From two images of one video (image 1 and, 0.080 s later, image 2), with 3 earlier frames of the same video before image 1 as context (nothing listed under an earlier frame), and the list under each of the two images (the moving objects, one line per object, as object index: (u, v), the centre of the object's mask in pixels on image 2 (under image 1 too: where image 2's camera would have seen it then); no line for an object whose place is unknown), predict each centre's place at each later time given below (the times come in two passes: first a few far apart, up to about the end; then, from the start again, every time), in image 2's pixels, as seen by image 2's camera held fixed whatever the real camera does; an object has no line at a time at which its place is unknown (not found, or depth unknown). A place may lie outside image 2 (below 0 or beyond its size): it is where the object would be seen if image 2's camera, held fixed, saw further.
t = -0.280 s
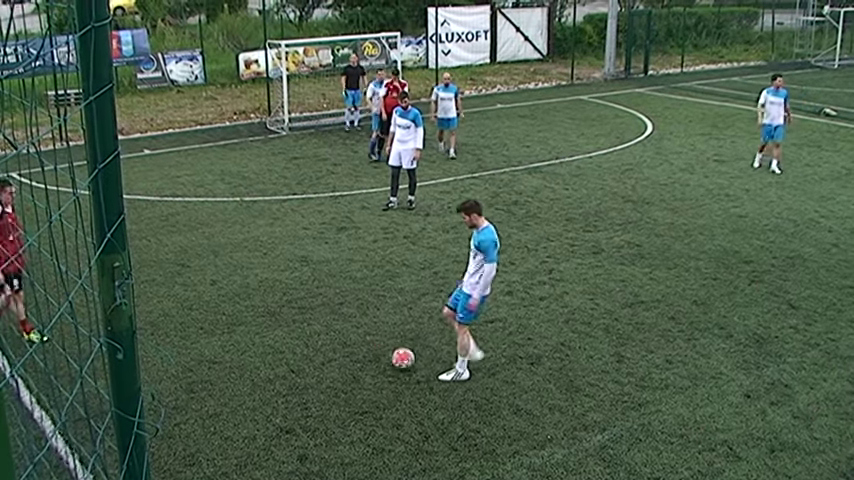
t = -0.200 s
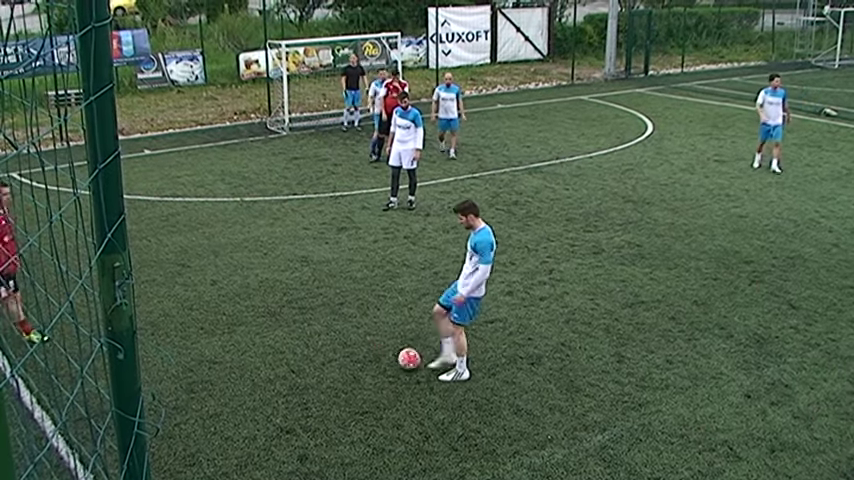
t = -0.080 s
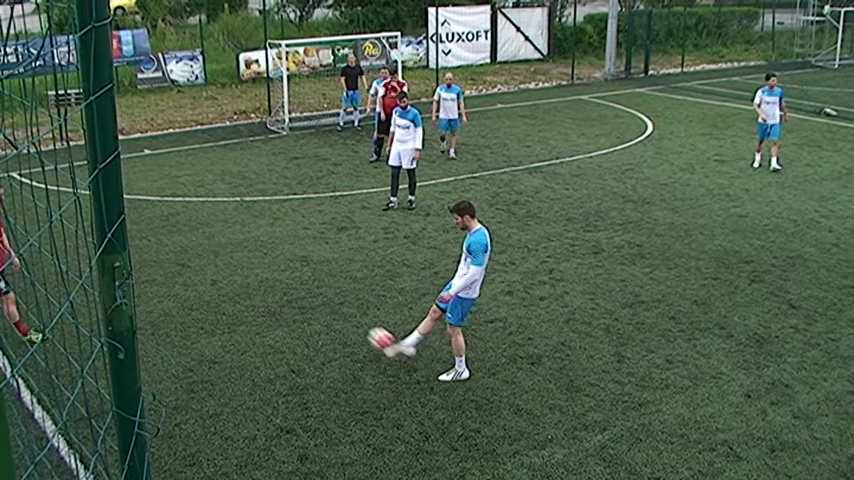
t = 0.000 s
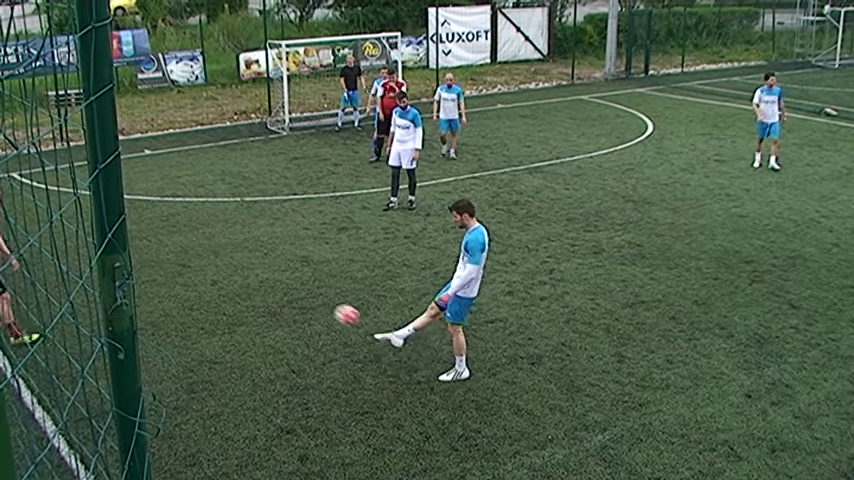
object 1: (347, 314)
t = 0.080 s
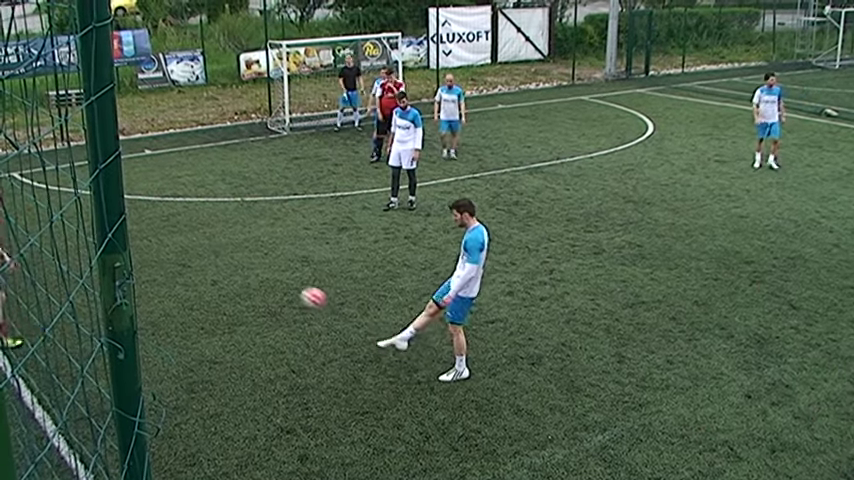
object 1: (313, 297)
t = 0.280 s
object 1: (231, 278)
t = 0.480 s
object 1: (156, 297)
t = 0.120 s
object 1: (297, 290)
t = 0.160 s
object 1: (280, 285)
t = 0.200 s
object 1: (264, 282)
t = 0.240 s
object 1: (248, 279)
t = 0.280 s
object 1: (231, 278)
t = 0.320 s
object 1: (216, 279)
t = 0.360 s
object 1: (201, 282)
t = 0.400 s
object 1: (186, 285)
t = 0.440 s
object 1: (171, 290)
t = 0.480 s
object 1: (156, 297)
